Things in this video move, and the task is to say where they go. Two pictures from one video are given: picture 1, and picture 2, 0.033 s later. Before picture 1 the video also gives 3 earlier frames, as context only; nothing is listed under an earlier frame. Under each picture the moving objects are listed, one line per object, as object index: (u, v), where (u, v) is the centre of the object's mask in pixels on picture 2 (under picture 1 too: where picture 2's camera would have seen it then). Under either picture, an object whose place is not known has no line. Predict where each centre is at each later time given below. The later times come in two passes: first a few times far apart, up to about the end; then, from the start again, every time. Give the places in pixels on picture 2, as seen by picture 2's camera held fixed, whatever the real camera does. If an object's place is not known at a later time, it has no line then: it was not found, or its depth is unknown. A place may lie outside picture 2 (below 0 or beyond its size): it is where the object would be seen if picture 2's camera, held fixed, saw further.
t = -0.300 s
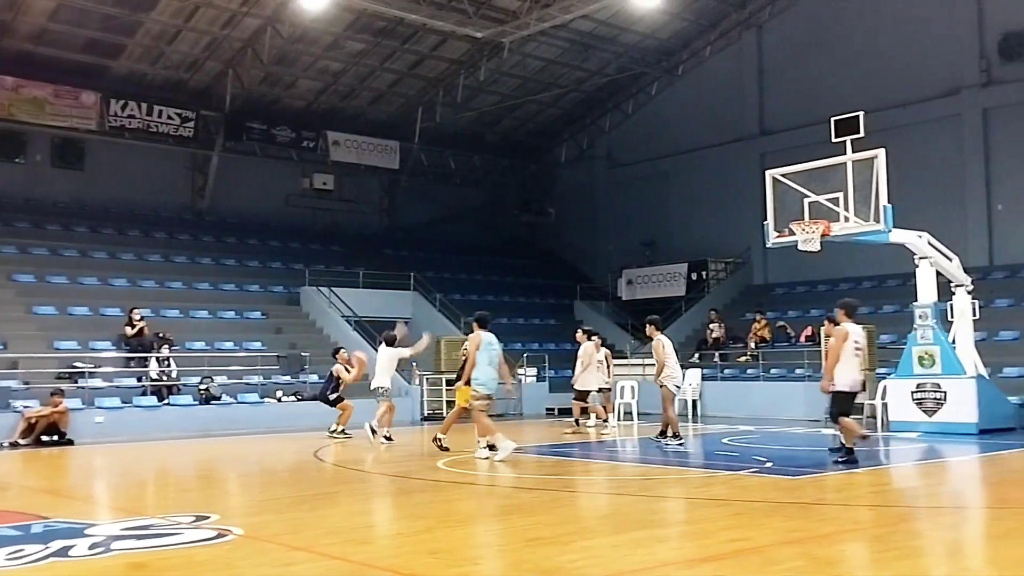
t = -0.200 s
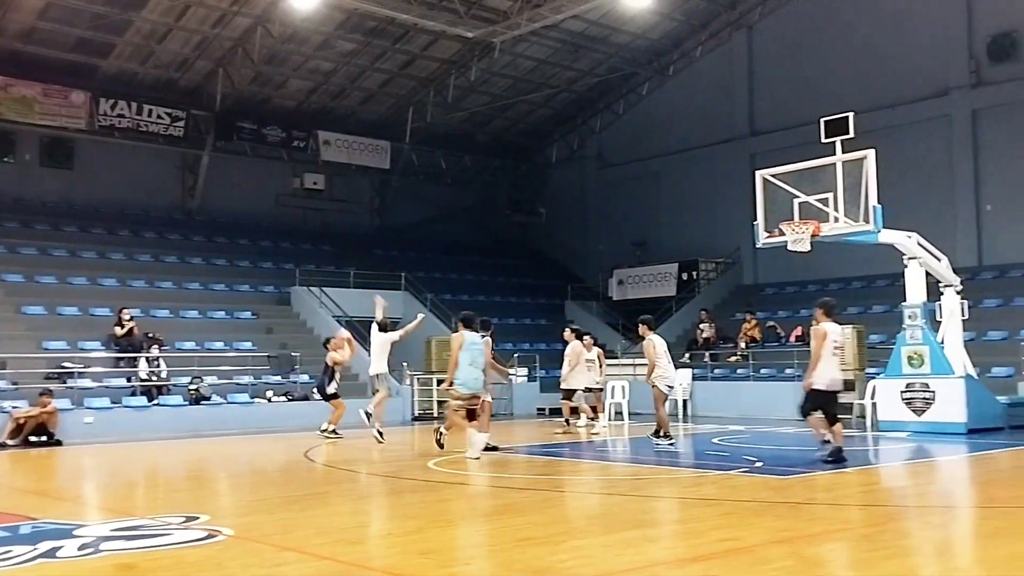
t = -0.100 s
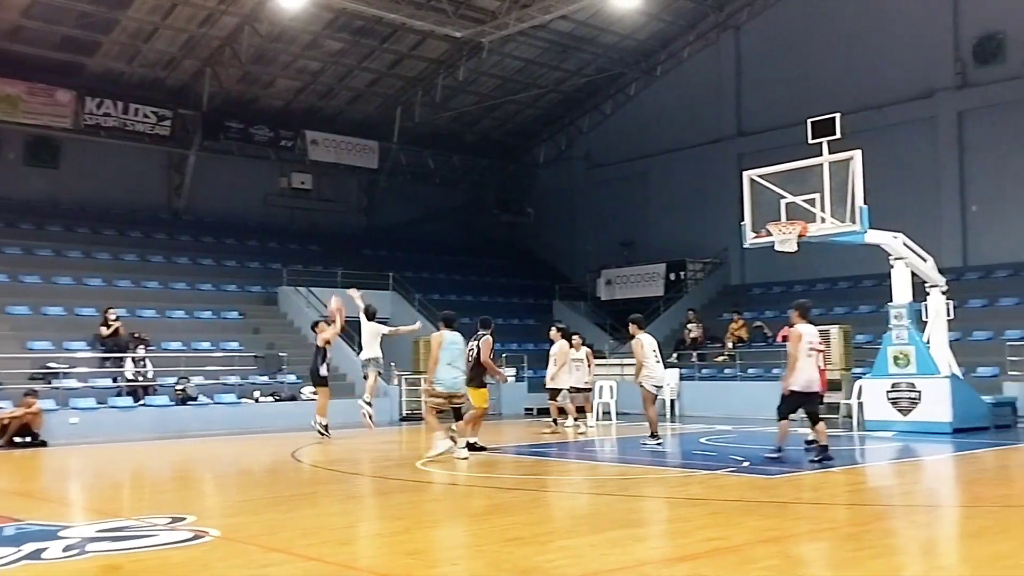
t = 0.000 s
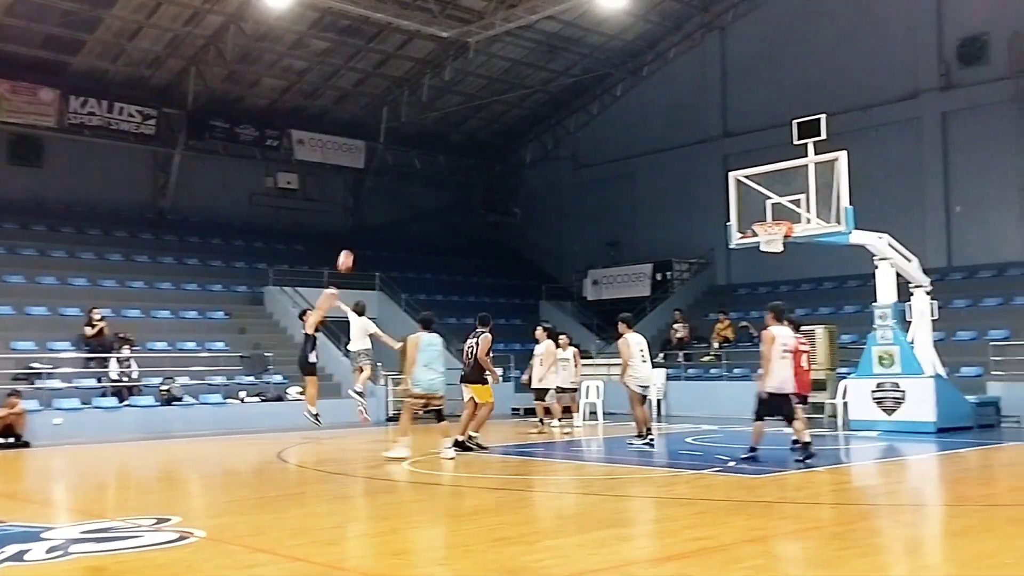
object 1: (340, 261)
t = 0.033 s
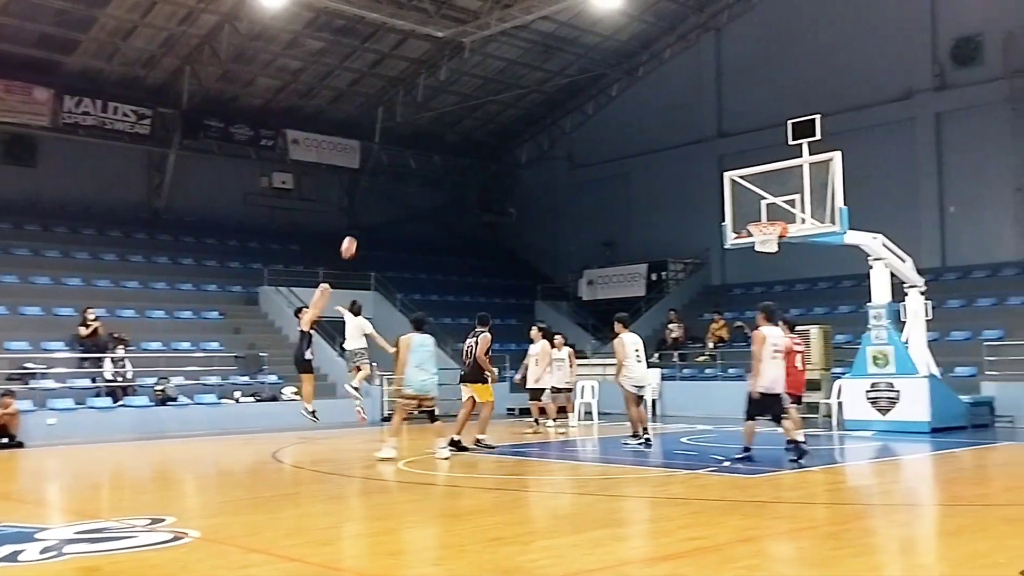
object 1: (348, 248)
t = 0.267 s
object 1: (407, 172)
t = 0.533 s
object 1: (473, 127)
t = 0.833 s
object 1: (548, 128)
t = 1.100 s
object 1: (614, 177)
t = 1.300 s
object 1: (665, 243)
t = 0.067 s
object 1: (357, 234)
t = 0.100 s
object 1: (365, 222)
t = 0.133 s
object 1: (373, 211)
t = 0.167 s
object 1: (382, 200)
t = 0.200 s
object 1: (390, 190)
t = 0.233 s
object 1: (399, 181)
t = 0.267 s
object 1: (407, 172)
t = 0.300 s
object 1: (415, 164)
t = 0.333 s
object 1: (424, 157)
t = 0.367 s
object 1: (432, 150)
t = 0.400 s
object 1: (440, 144)
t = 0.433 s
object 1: (448, 139)
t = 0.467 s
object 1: (457, 134)
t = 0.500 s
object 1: (465, 130)
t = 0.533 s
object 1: (473, 127)
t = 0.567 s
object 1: (481, 124)
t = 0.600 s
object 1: (490, 122)
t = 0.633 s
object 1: (498, 121)
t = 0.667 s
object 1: (506, 121)
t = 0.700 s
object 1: (514, 121)
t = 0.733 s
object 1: (523, 121)
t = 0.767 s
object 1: (531, 123)
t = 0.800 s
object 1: (539, 125)
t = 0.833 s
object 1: (548, 128)
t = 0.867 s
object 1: (556, 131)
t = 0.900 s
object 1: (564, 136)
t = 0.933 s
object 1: (572, 141)
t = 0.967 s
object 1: (581, 146)
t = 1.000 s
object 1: (589, 153)
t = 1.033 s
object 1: (598, 160)
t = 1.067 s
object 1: (606, 168)
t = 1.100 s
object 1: (614, 177)
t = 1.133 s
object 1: (623, 186)
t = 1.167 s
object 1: (631, 196)
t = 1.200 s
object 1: (639, 206)
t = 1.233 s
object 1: (648, 218)
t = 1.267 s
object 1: (657, 230)
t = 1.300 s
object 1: (665, 243)
